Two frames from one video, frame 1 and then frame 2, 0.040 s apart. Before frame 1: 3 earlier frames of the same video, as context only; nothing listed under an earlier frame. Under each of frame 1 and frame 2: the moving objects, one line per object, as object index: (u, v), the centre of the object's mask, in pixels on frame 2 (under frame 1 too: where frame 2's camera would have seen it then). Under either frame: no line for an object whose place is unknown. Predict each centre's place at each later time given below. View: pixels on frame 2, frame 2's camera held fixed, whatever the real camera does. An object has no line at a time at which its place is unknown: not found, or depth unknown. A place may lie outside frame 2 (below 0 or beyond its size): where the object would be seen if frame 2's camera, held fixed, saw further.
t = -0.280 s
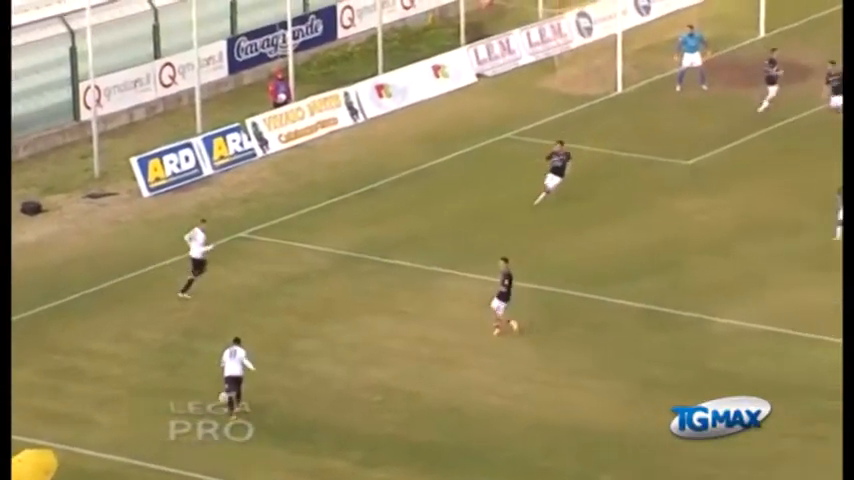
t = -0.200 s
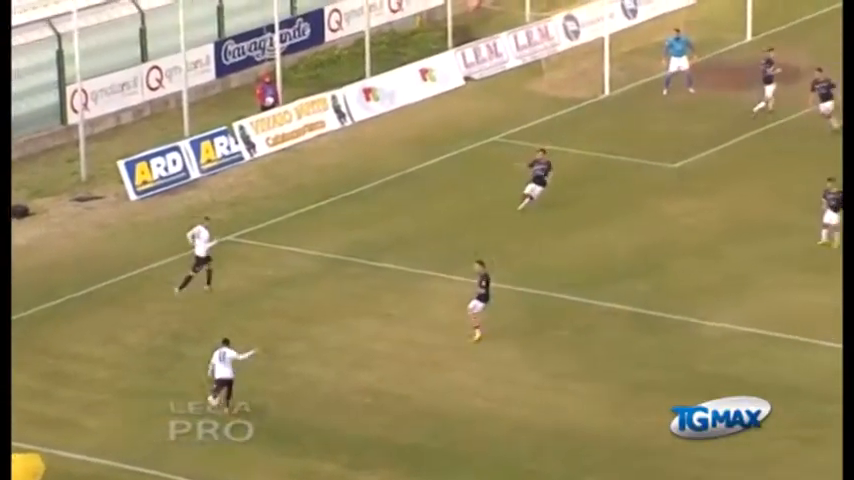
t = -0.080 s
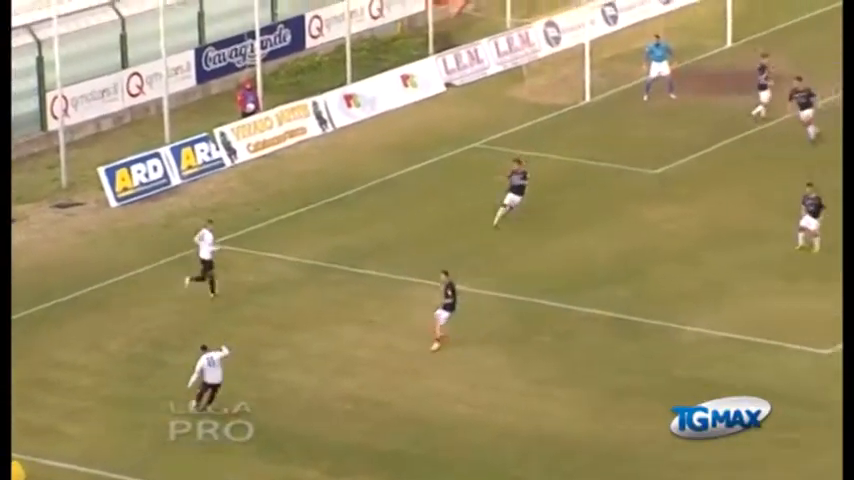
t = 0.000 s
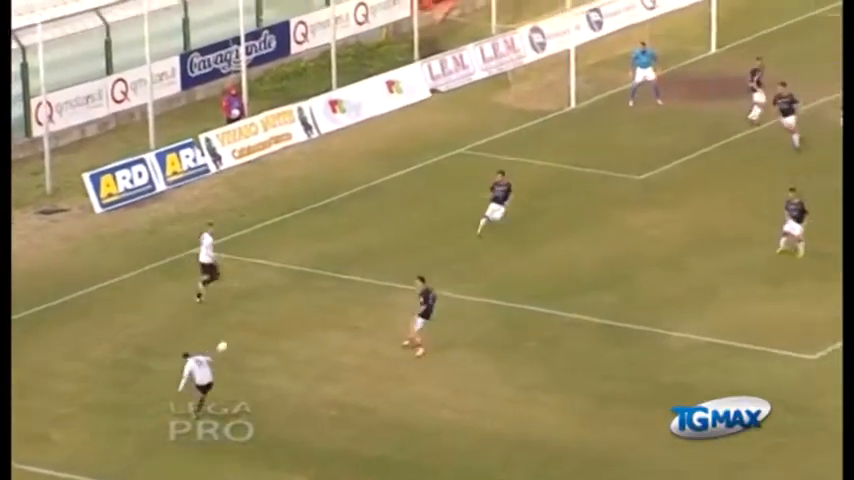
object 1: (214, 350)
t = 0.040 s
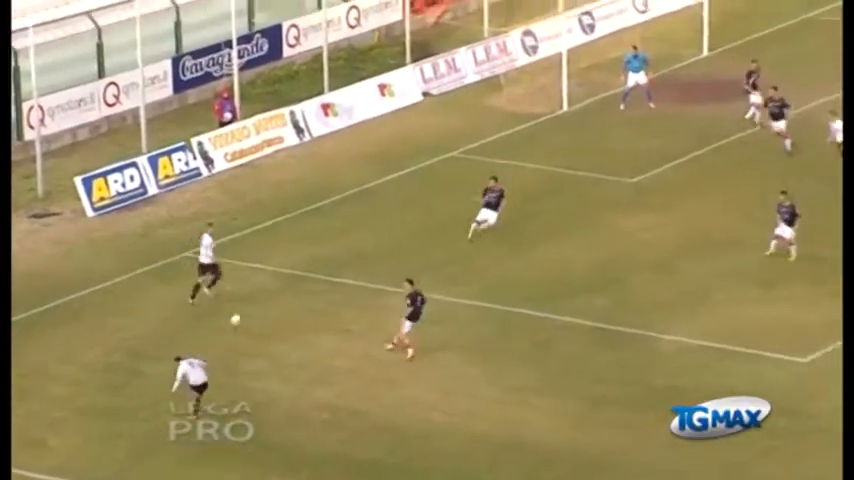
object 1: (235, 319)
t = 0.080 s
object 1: (257, 291)
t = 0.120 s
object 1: (277, 264)
